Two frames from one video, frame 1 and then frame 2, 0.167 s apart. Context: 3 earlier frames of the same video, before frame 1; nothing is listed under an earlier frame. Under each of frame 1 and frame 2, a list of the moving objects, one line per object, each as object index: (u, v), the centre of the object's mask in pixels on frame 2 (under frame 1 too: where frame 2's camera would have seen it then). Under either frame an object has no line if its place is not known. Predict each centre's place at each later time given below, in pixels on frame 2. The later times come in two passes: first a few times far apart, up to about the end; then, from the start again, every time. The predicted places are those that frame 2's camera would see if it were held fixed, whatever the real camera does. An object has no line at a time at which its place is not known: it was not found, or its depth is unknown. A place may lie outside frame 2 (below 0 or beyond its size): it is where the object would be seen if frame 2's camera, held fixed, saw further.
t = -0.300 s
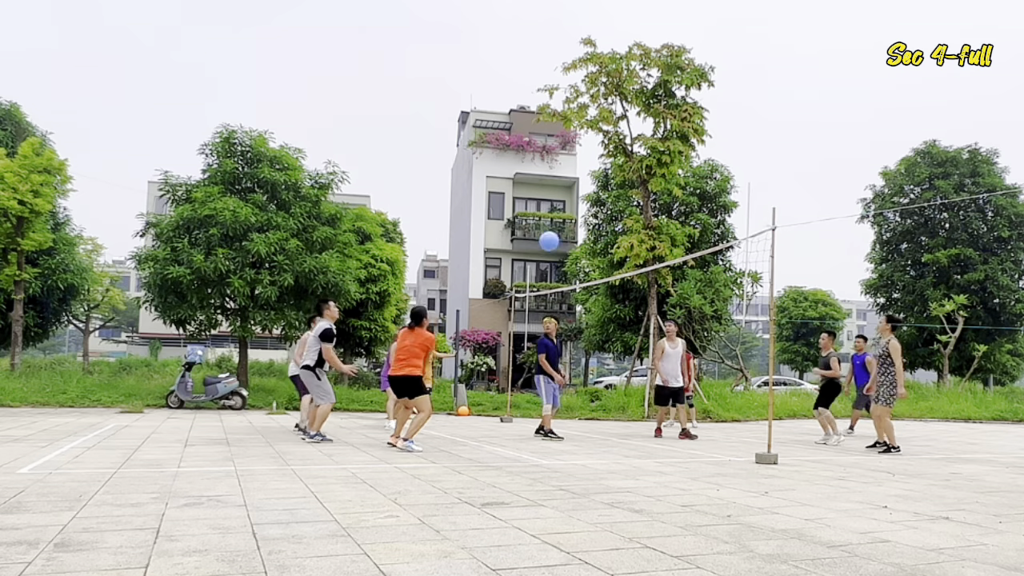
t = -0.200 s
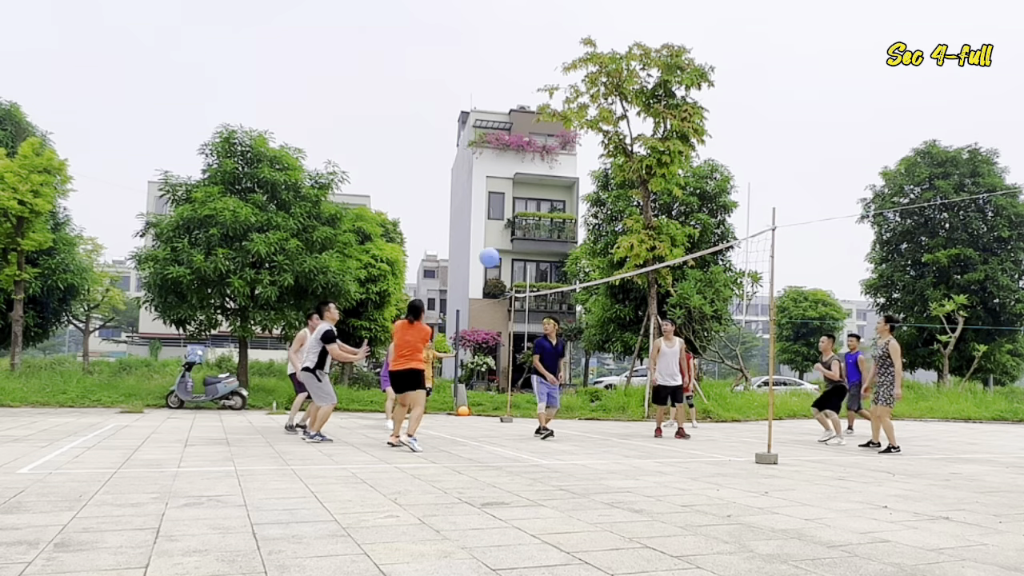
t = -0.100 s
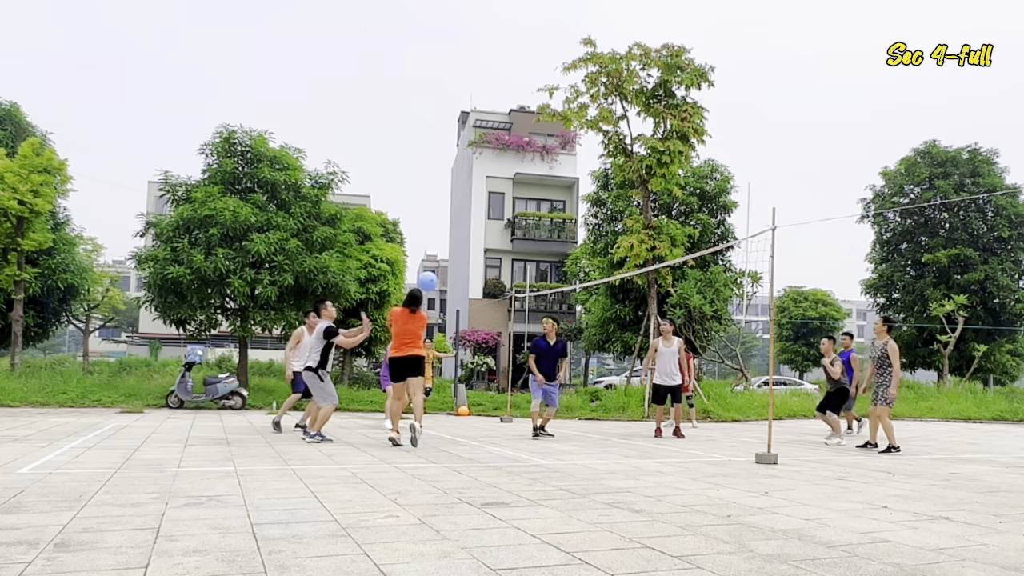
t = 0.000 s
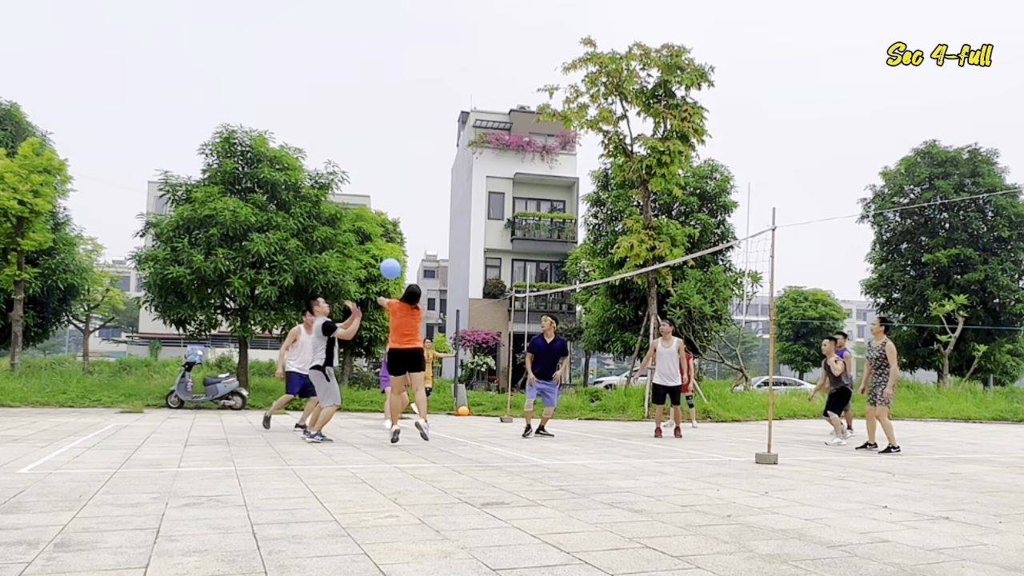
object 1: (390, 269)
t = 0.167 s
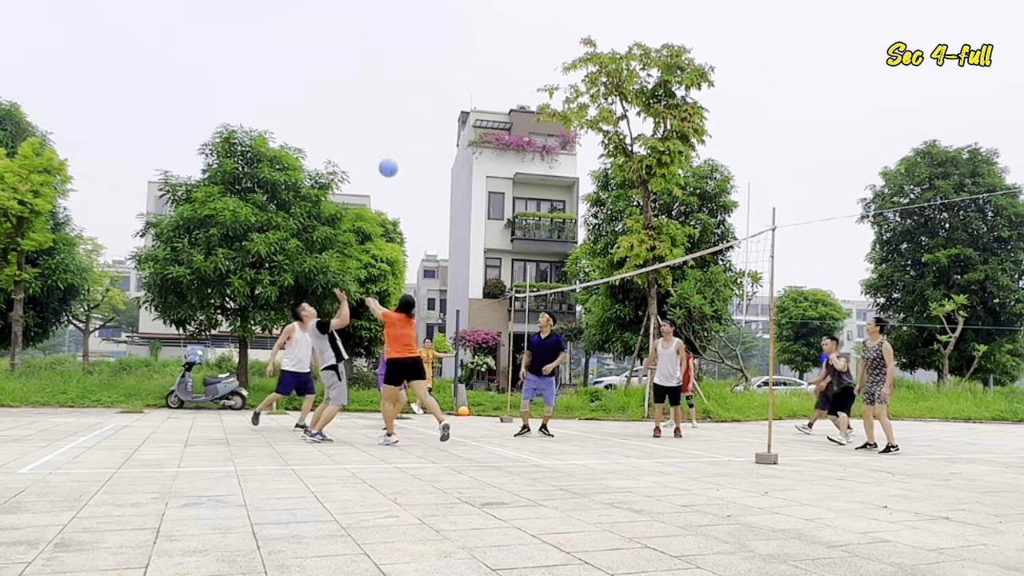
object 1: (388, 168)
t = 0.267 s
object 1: (387, 123)
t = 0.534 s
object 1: (384, 53)
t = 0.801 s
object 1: (378, 42)
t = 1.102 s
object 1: (371, 86)
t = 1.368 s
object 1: (364, 168)
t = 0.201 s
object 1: (388, 152)
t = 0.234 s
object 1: (388, 137)
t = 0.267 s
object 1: (387, 123)
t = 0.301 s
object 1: (387, 111)
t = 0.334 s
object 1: (387, 100)
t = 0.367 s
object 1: (386, 89)
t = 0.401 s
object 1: (386, 80)
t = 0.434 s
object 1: (385, 72)
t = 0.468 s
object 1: (385, 65)
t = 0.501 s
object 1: (384, 59)
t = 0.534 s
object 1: (384, 53)
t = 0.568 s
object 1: (383, 49)
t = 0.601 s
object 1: (382, 46)
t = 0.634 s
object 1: (382, 43)
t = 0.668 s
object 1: (381, 41)
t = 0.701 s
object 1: (381, 40)
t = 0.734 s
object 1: (380, 40)
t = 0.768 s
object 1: (379, 41)
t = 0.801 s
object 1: (378, 42)
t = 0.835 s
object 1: (378, 44)
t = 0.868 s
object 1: (377, 47)
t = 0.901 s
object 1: (376, 51)
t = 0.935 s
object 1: (375, 55)
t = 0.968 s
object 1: (374, 60)
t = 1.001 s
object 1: (373, 65)
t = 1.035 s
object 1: (372, 72)
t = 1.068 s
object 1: (372, 79)
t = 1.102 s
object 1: (371, 86)
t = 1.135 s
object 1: (370, 94)
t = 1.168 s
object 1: (369, 103)
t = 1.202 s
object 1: (368, 113)
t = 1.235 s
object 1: (367, 123)
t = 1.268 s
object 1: (366, 133)
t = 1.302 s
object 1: (366, 145)
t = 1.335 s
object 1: (365, 156)
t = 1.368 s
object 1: (364, 168)
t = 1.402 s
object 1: (363, 181)
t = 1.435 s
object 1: (363, 195)
